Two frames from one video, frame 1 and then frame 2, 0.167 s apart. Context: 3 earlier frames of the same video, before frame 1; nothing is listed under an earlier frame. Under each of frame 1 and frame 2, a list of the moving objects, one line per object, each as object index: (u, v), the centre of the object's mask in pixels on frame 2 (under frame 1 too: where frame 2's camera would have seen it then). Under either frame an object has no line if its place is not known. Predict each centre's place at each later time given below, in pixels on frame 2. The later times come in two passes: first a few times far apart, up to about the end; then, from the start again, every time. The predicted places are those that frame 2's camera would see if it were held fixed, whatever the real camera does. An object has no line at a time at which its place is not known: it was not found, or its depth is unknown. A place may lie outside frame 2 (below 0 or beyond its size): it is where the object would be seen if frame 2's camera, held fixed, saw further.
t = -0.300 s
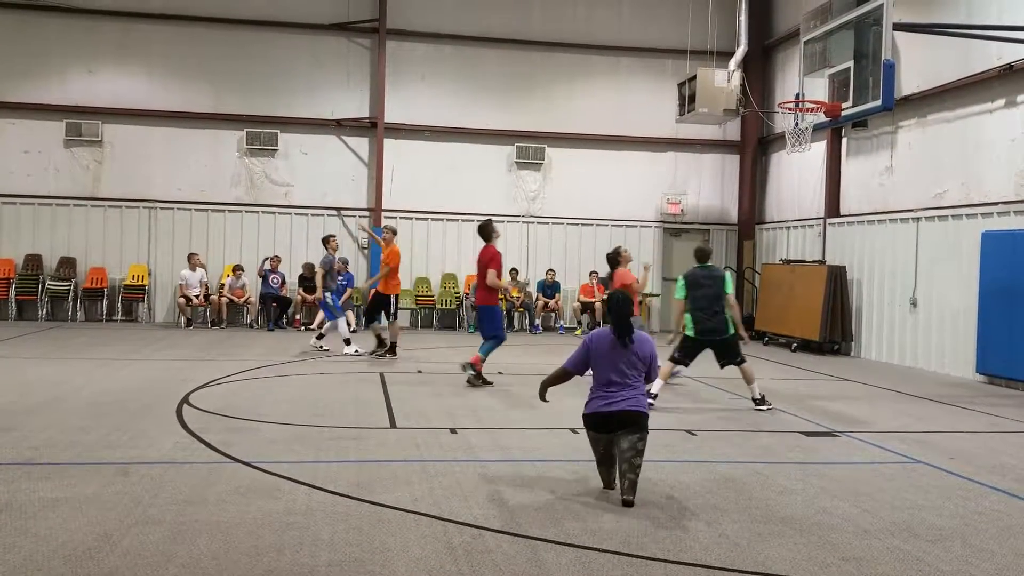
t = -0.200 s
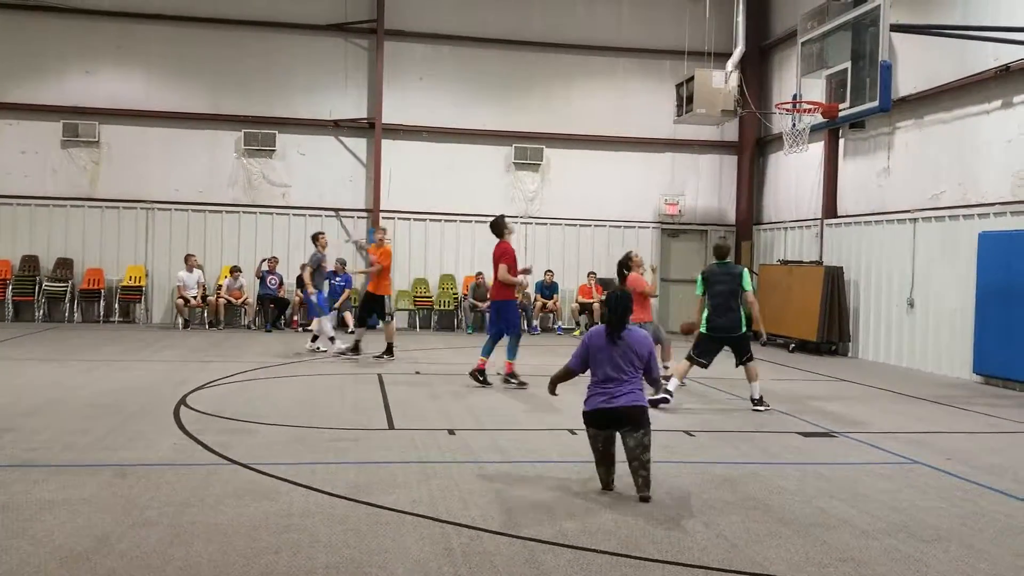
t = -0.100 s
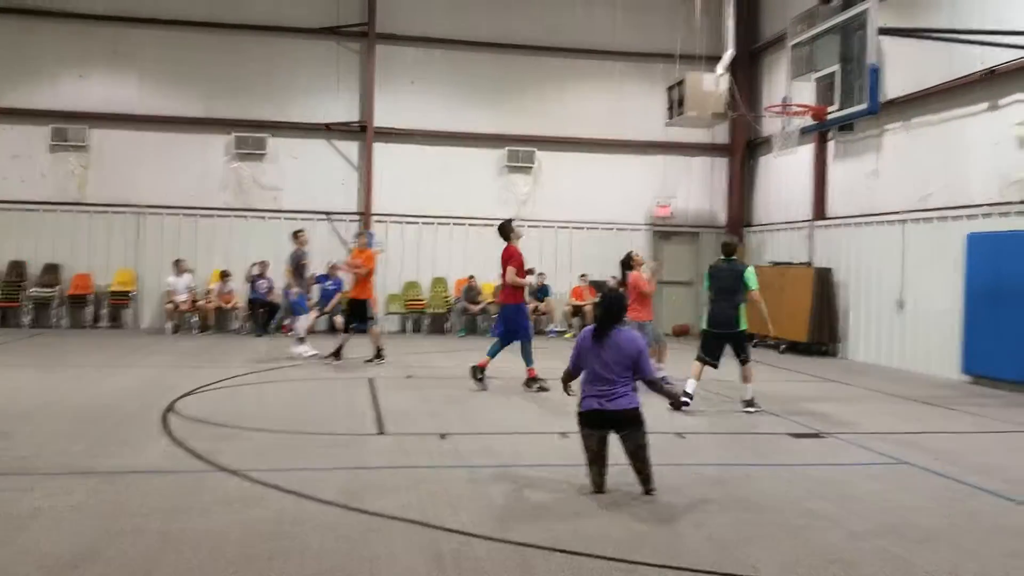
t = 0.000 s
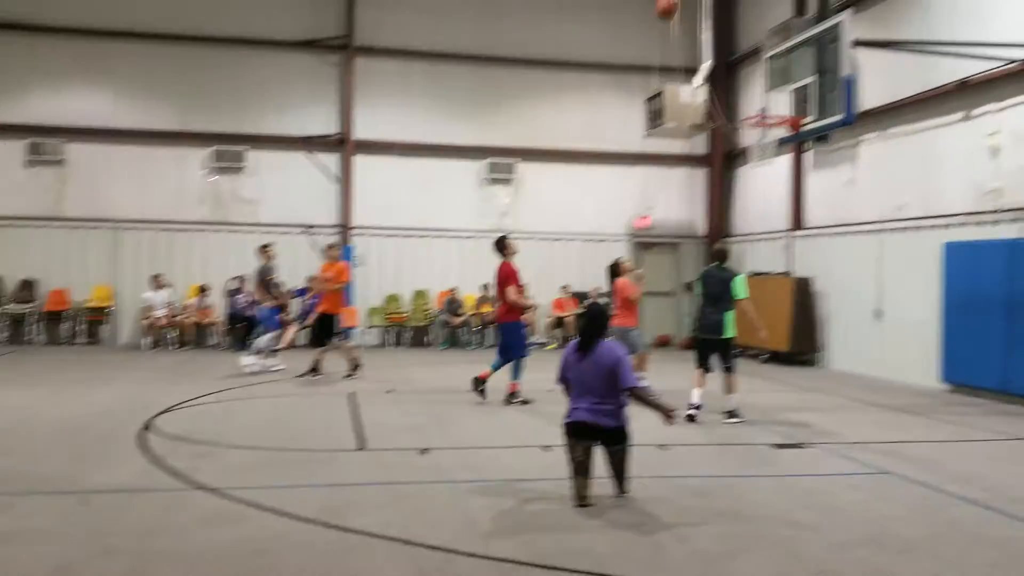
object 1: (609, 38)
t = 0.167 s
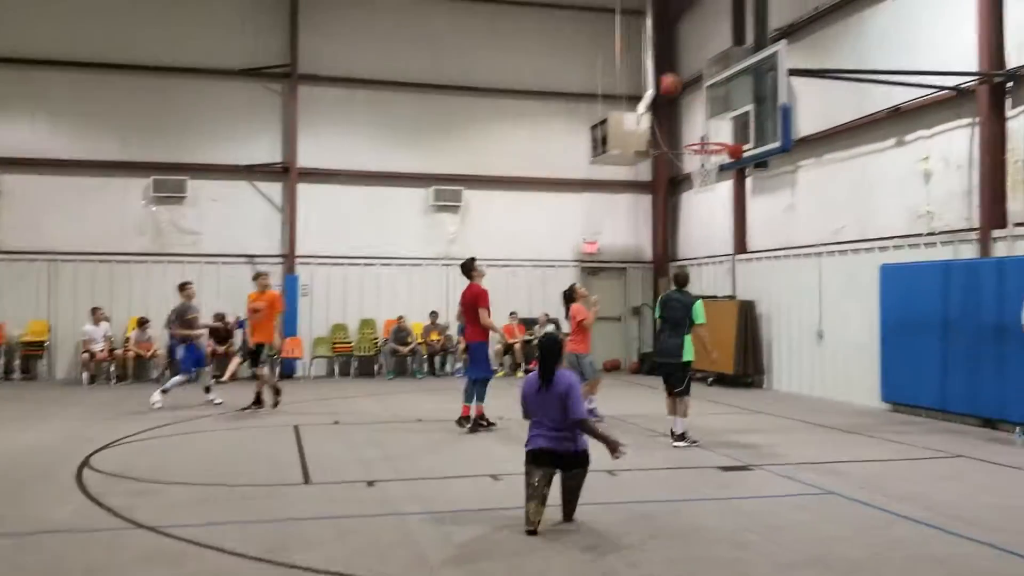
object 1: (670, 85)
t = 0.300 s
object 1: (719, 136)
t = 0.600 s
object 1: (679, 44)
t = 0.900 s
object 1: (634, 27)
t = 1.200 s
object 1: (580, 114)
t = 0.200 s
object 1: (682, 97)
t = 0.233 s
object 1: (695, 111)
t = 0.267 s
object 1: (708, 126)
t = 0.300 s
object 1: (719, 136)
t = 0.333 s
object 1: (715, 125)
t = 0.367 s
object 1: (711, 112)
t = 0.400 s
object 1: (707, 100)
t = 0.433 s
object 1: (702, 89)
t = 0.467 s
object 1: (698, 79)
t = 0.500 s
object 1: (694, 69)
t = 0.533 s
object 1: (689, 60)
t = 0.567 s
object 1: (684, 51)
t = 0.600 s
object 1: (679, 44)
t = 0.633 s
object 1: (674, 38)
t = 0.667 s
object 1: (669, 32)
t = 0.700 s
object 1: (666, 29)
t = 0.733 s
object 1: (662, 26)
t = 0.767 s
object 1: (656, 24)
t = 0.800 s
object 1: (651, 23)
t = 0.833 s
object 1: (646, 23)
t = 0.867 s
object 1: (640, 25)
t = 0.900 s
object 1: (634, 27)
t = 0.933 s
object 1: (629, 31)
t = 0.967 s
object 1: (624, 36)
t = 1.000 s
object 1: (618, 43)
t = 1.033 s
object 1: (611, 51)
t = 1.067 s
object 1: (606, 60)
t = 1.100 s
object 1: (599, 72)
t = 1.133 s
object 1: (593, 84)
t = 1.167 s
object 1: (587, 98)
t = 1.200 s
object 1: (580, 114)
